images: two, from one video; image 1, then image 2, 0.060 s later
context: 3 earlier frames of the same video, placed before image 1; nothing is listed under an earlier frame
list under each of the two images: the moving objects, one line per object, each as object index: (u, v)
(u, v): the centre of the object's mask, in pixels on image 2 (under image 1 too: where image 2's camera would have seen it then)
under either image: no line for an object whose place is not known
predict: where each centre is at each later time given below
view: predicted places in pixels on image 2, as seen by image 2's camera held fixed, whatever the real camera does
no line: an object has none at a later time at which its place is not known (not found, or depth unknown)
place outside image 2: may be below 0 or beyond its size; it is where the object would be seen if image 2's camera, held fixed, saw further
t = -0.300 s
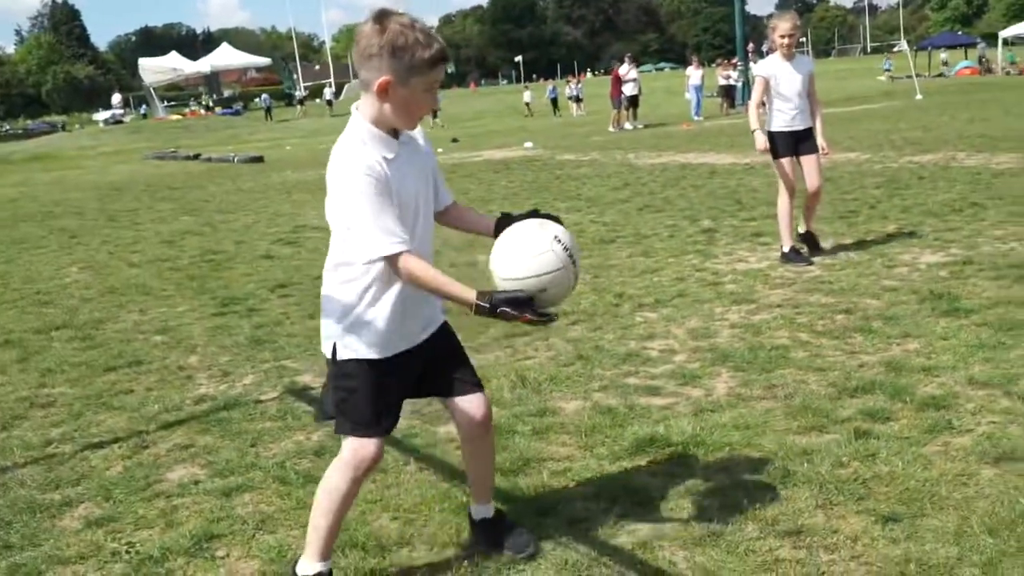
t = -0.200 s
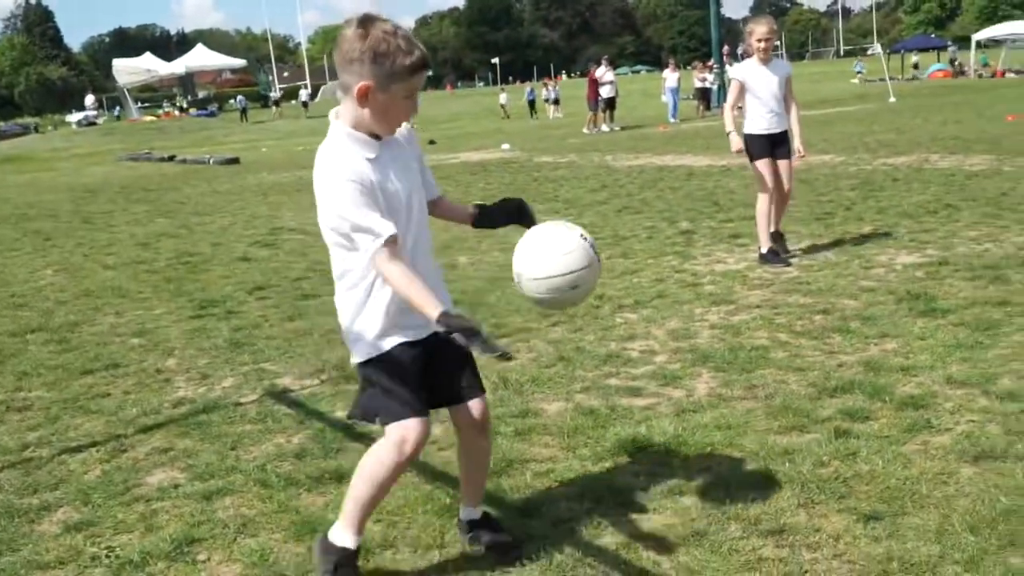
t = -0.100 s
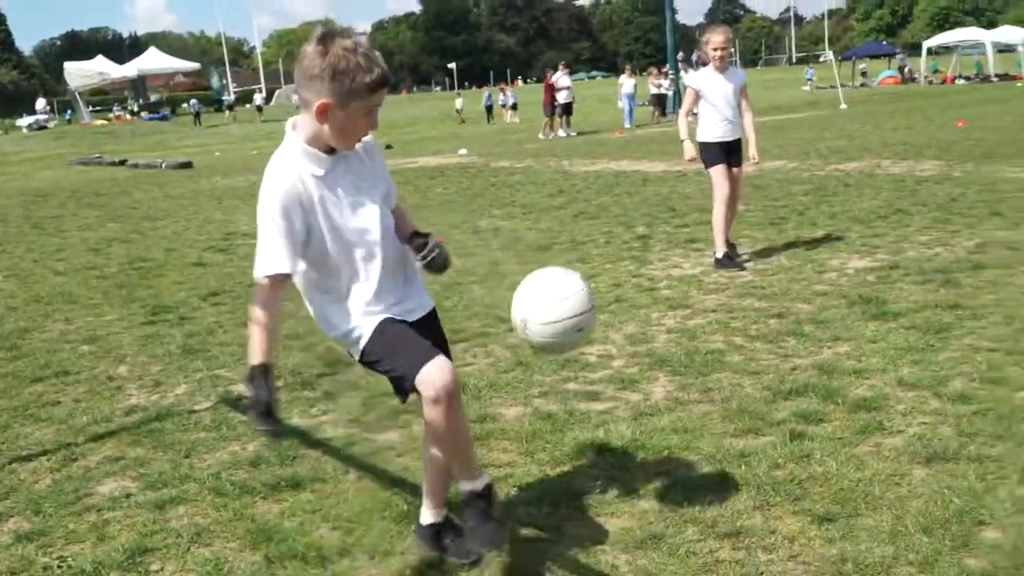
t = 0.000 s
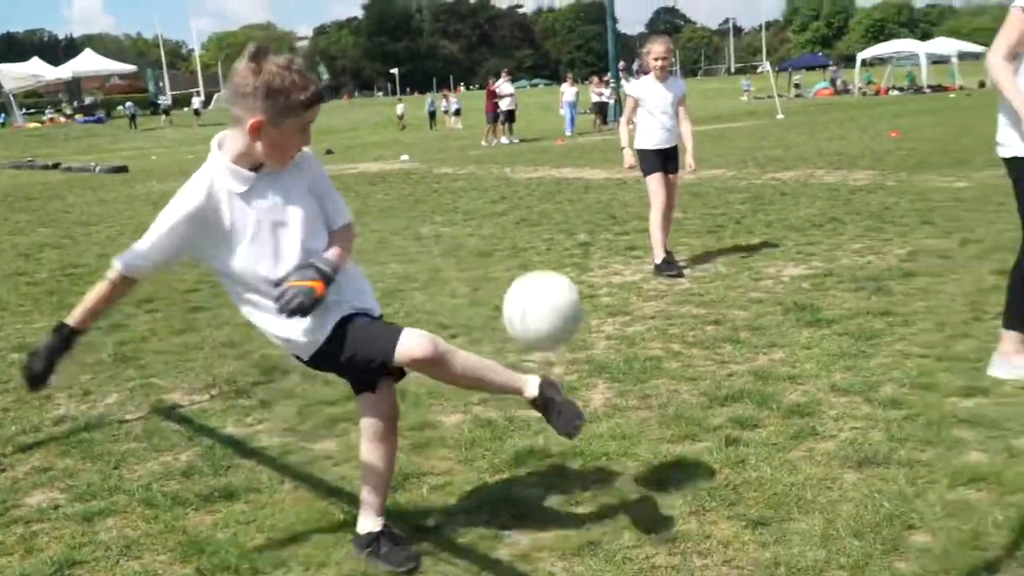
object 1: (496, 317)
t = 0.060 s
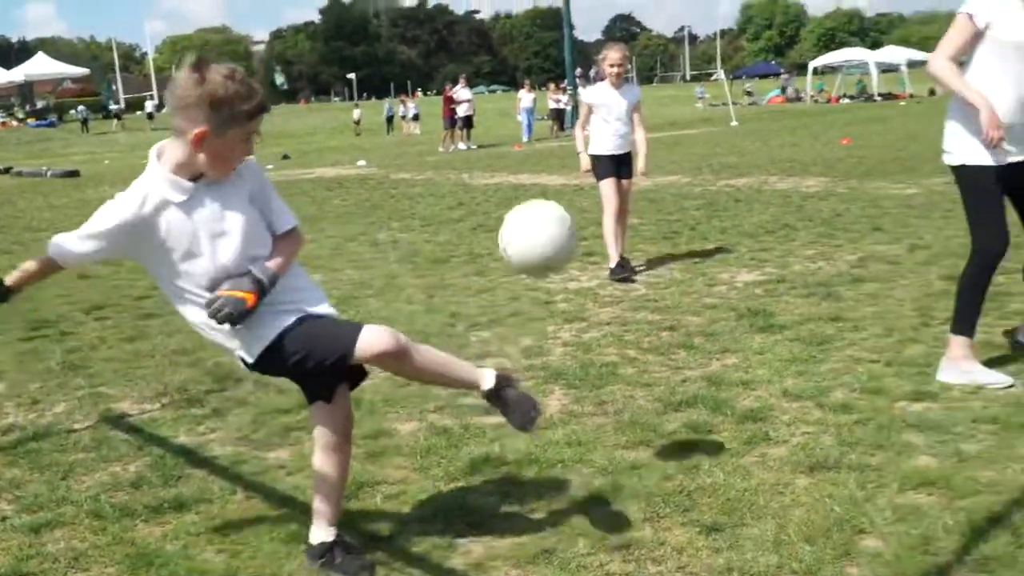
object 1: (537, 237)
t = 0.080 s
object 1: (550, 215)
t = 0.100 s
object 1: (561, 195)
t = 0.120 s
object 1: (573, 178)
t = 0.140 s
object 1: (585, 161)
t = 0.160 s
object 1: (595, 147)
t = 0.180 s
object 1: (606, 136)
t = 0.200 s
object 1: (616, 124)
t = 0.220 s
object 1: (627, 114)
